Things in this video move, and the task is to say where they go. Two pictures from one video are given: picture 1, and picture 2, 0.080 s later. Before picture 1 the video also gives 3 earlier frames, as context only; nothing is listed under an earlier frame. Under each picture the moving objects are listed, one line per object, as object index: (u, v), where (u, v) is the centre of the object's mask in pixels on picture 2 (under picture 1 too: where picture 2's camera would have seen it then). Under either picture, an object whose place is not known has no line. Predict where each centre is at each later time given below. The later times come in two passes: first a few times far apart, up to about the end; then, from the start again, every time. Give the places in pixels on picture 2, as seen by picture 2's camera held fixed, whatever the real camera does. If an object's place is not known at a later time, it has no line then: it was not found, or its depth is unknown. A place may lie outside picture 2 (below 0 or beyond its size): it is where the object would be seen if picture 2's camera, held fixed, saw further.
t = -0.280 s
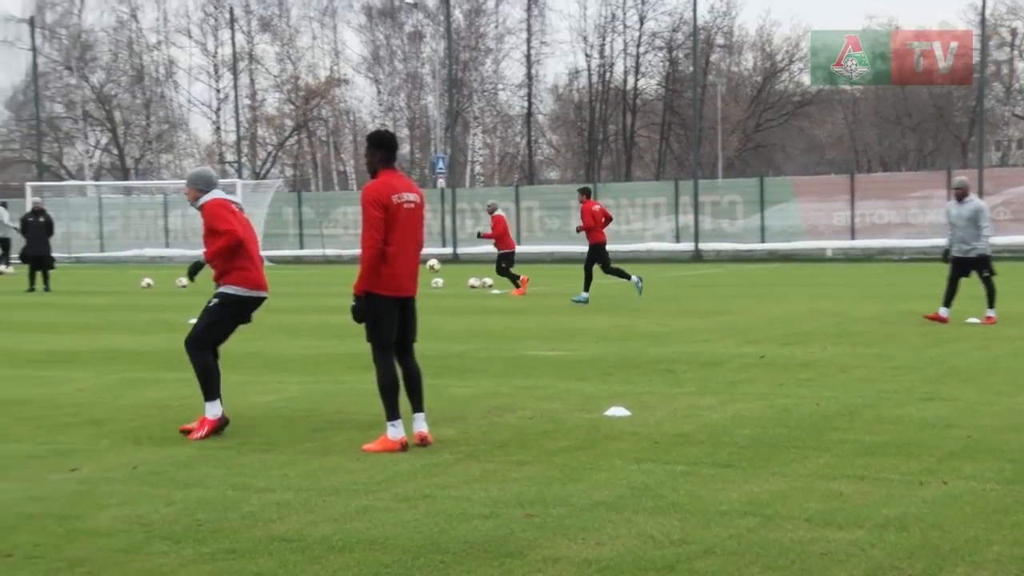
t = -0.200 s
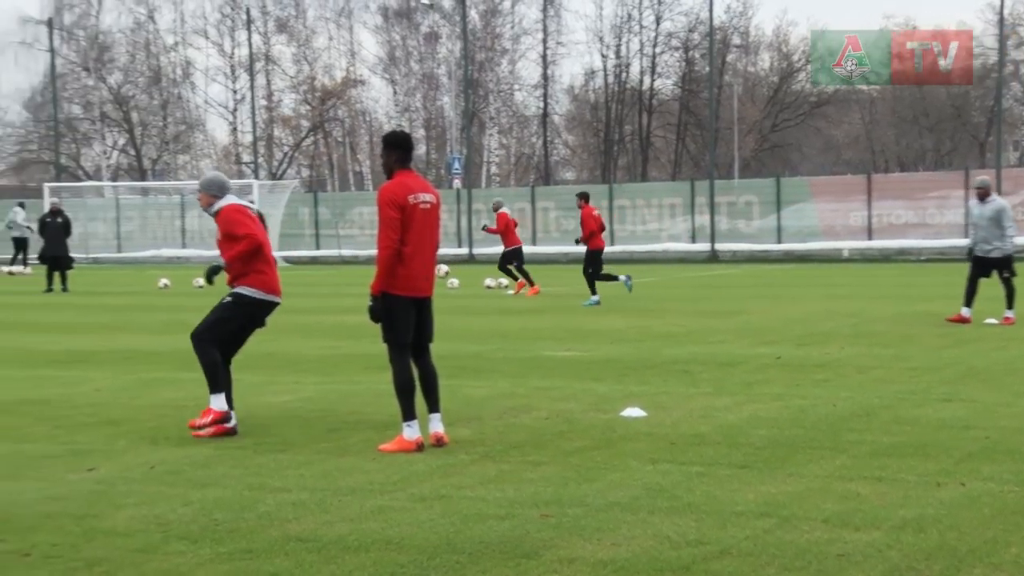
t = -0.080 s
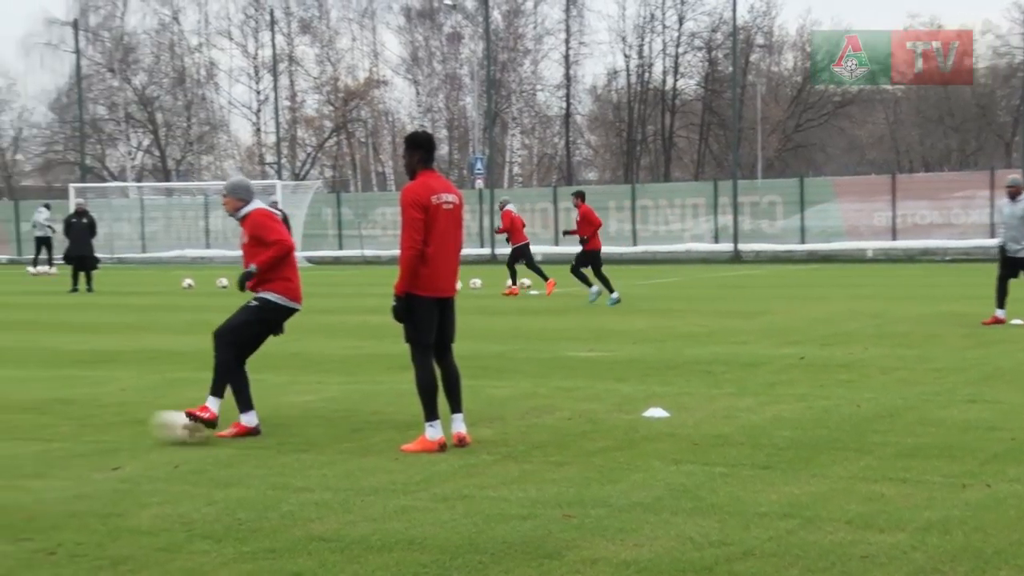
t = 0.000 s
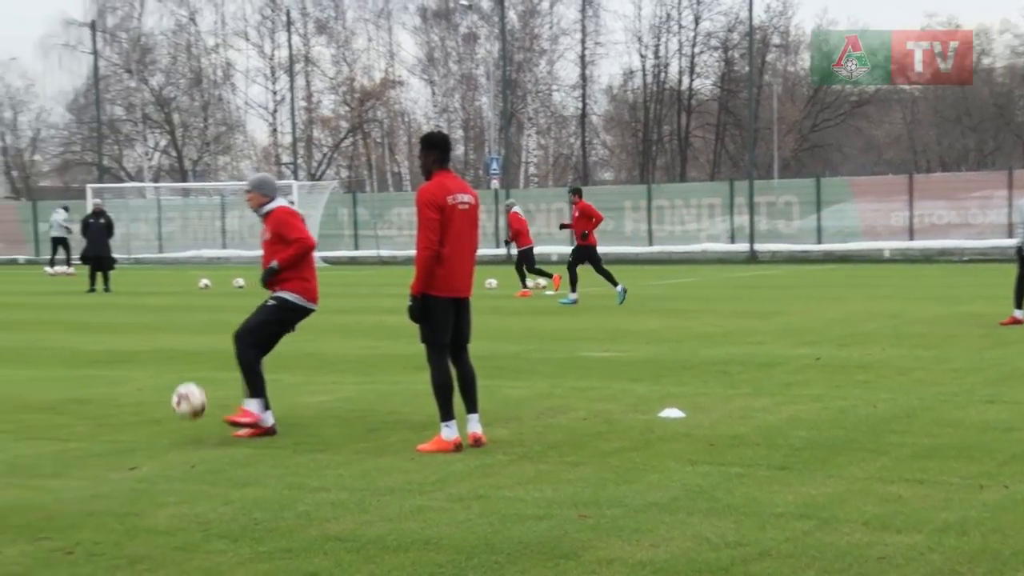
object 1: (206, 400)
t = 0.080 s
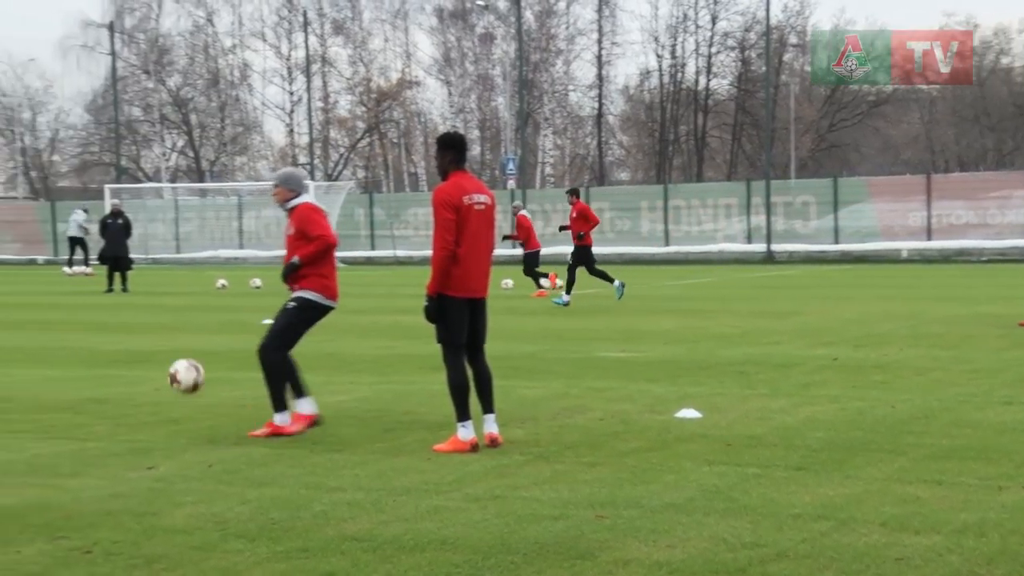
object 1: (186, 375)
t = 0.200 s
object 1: (155, 358)
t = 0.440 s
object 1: (95, 389)
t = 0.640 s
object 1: (46, 404)
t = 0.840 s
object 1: (-2, 392)
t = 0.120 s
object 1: (175, 367)
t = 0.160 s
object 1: (165, 362)
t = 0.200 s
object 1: (155, 358)
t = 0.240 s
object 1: (145, 357)
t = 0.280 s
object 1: (135, 358)
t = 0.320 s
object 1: (124, 362)
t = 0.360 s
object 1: (115, 369)
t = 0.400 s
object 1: (105, 377)
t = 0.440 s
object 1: (95, 389)
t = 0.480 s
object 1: (85, 403)
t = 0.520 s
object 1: (75, 419)
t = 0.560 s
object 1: (65, 427)
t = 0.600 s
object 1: (55, 414)
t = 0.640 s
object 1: (46, 404)
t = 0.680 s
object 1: (36, 397)
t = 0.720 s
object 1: (26, 392)
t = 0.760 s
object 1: (17, 390)
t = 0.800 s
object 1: (7, 390)
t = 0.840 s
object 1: (-2, 392)
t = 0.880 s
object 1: (-11, 396)
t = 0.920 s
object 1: (-21, 404)
